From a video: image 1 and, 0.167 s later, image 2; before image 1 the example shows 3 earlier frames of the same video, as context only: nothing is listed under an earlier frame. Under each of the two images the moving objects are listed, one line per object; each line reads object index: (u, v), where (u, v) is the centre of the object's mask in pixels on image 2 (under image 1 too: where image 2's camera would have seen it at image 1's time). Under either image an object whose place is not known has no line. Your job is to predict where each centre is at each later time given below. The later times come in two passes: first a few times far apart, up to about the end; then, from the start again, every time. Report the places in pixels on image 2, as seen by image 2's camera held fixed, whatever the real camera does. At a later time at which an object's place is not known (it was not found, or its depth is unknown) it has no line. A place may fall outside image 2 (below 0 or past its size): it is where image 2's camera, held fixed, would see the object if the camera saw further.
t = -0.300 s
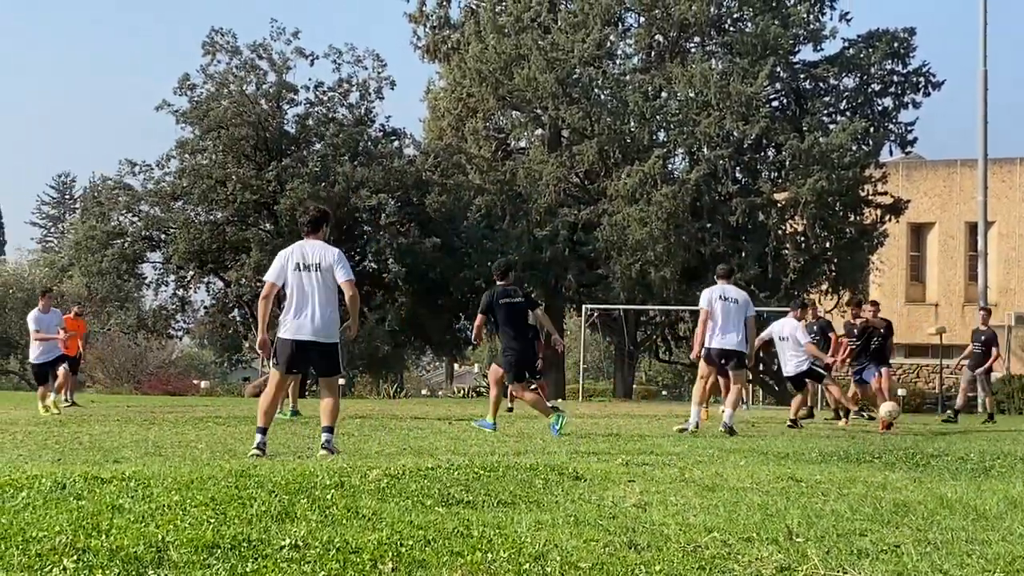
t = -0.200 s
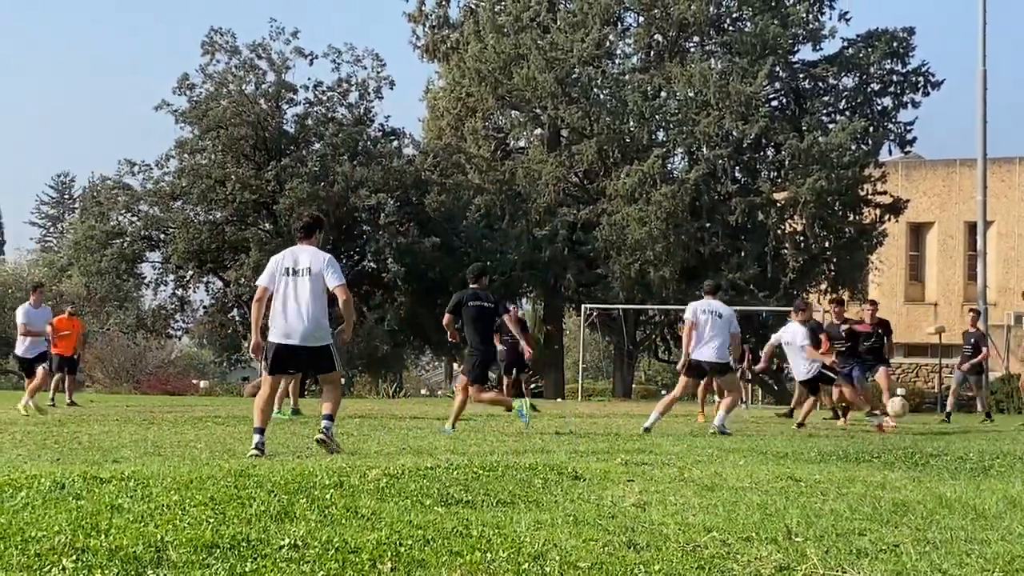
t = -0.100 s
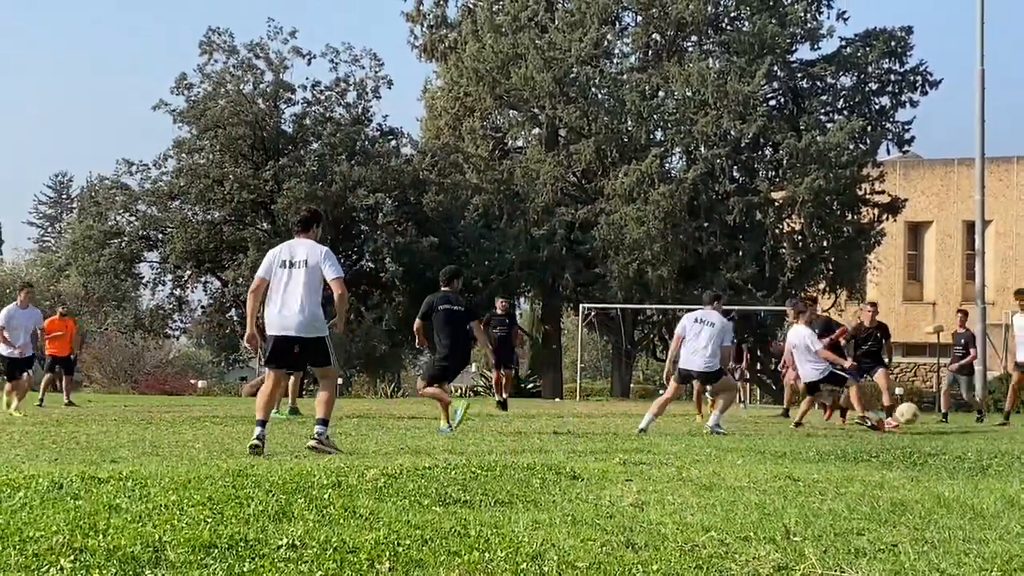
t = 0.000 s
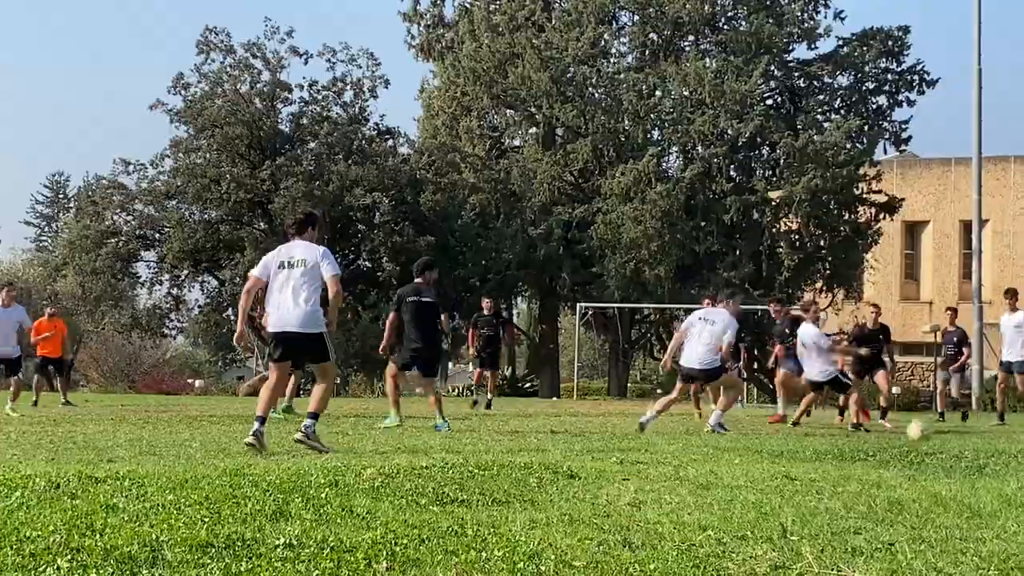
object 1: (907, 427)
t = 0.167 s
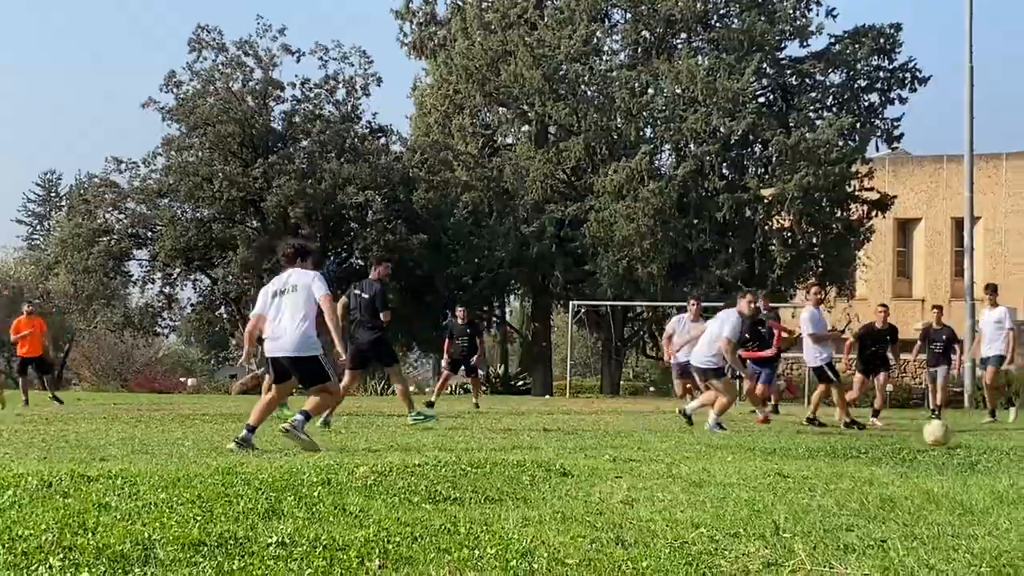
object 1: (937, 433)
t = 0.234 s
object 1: (949, 439)
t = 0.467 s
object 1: (979, 449)
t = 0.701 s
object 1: (1003, 455)
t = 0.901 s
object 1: (1025, 452)
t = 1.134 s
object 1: (1057, 471)
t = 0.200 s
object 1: (942, 436)
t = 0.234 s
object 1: (949, 439)
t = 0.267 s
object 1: (954, 443)
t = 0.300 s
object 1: (959, 444)
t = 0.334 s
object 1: (963, 445)
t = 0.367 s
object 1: (967, 446)
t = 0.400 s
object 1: (969, 447)
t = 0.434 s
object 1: (975, 450)
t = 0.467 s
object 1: (979, 449)
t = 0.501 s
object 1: (981, 448)
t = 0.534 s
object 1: (984, 446)
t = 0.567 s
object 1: (989, 449)
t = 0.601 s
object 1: (993, 451)
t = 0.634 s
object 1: (997, 454)
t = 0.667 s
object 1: (1002, 458)
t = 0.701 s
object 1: (1003, 455)
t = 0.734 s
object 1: (1007, 450)
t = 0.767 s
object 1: (1010, 447)
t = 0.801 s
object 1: (1013, 446)
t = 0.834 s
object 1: (1018, 447)
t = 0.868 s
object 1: (1021, 449)
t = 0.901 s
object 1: (1025, 452)
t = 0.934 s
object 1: (1029, 459)
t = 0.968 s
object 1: (1032, 466)
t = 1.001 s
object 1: (1037, 470)
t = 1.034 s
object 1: (1043, 471)
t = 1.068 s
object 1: (1048, 471)
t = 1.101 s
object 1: (1052, 470)
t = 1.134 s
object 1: (1057, 471)
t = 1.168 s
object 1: (1062, 475)
